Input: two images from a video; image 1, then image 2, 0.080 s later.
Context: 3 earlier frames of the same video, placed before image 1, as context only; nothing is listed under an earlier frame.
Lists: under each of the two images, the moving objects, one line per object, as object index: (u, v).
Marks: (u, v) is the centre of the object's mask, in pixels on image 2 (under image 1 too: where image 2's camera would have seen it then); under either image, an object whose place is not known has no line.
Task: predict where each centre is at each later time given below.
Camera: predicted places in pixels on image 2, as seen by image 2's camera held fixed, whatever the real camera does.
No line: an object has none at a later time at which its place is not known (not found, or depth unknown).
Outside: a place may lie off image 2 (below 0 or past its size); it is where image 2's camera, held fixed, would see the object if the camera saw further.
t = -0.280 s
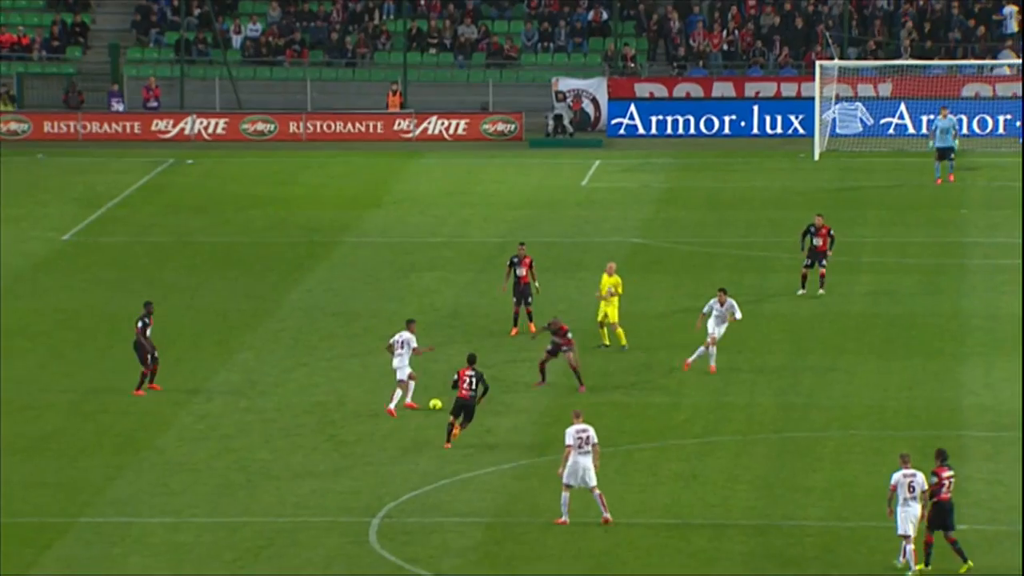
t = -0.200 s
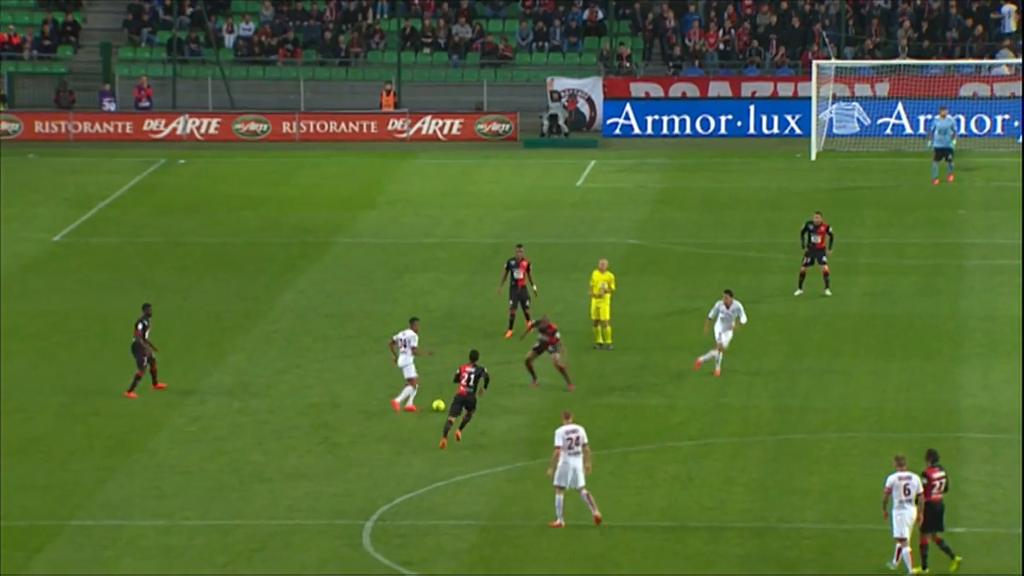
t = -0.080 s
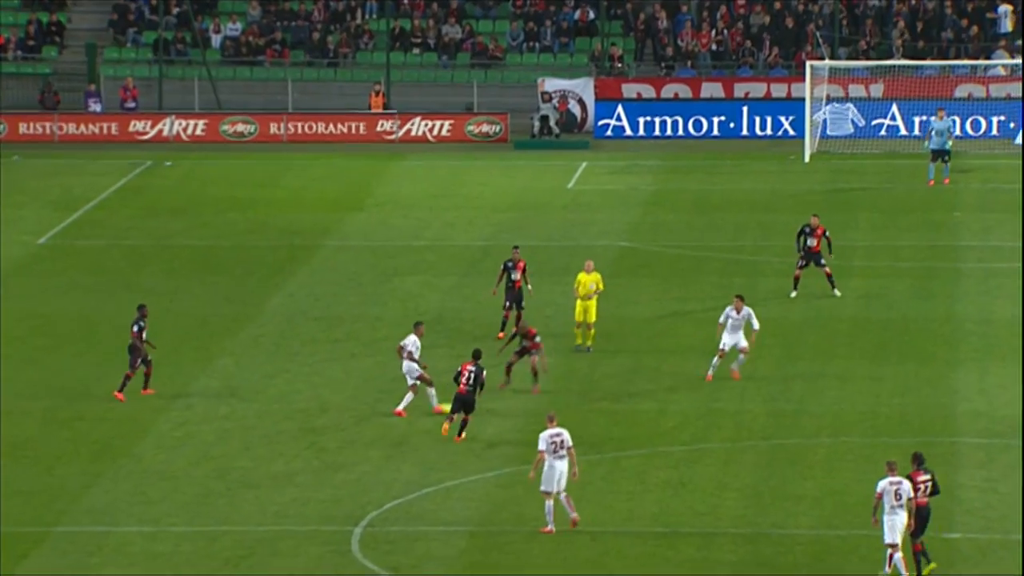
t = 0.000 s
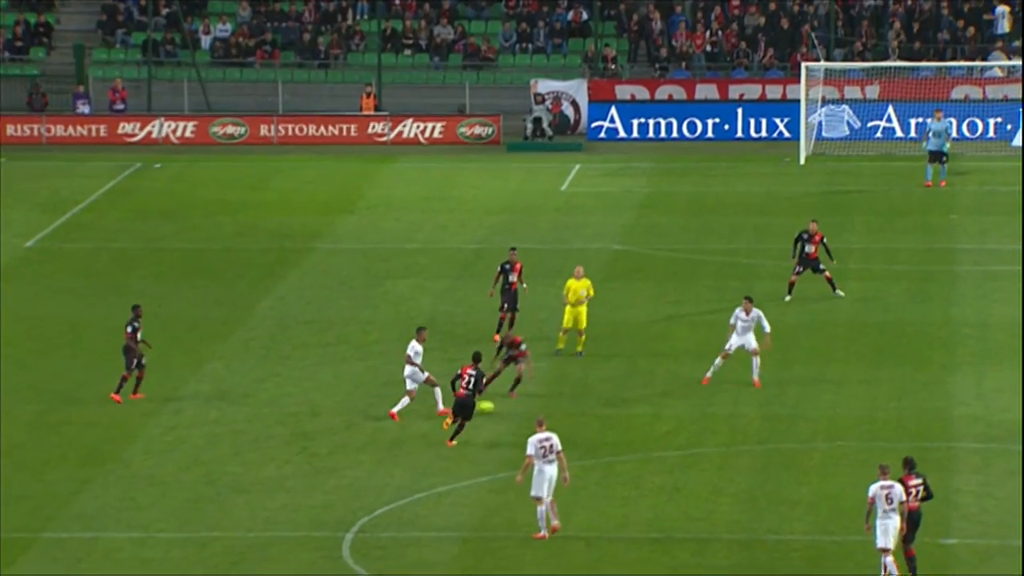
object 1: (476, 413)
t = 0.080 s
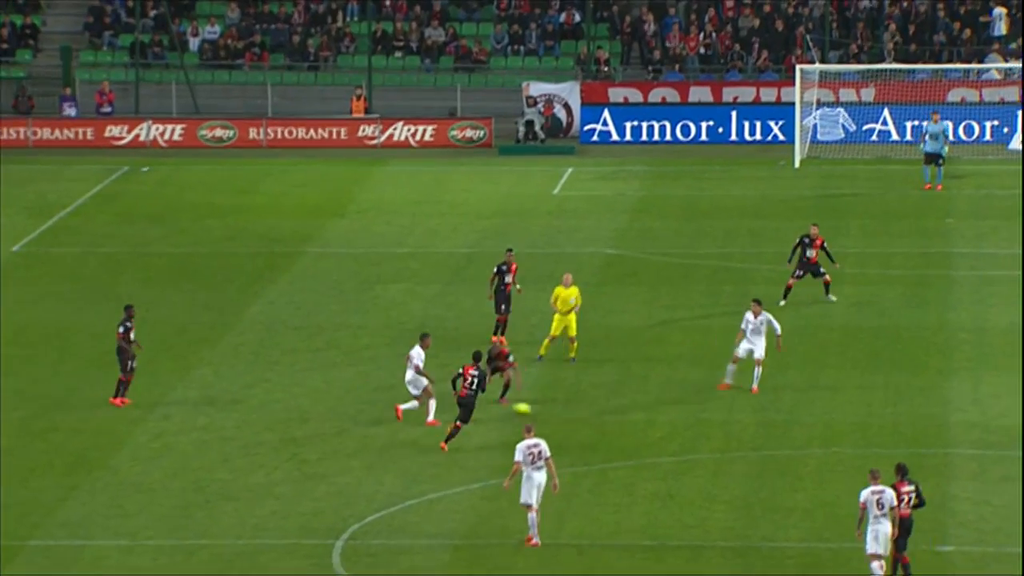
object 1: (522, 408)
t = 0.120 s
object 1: (544, 407)
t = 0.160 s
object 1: (564, 404)
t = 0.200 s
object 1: (584, 401)
